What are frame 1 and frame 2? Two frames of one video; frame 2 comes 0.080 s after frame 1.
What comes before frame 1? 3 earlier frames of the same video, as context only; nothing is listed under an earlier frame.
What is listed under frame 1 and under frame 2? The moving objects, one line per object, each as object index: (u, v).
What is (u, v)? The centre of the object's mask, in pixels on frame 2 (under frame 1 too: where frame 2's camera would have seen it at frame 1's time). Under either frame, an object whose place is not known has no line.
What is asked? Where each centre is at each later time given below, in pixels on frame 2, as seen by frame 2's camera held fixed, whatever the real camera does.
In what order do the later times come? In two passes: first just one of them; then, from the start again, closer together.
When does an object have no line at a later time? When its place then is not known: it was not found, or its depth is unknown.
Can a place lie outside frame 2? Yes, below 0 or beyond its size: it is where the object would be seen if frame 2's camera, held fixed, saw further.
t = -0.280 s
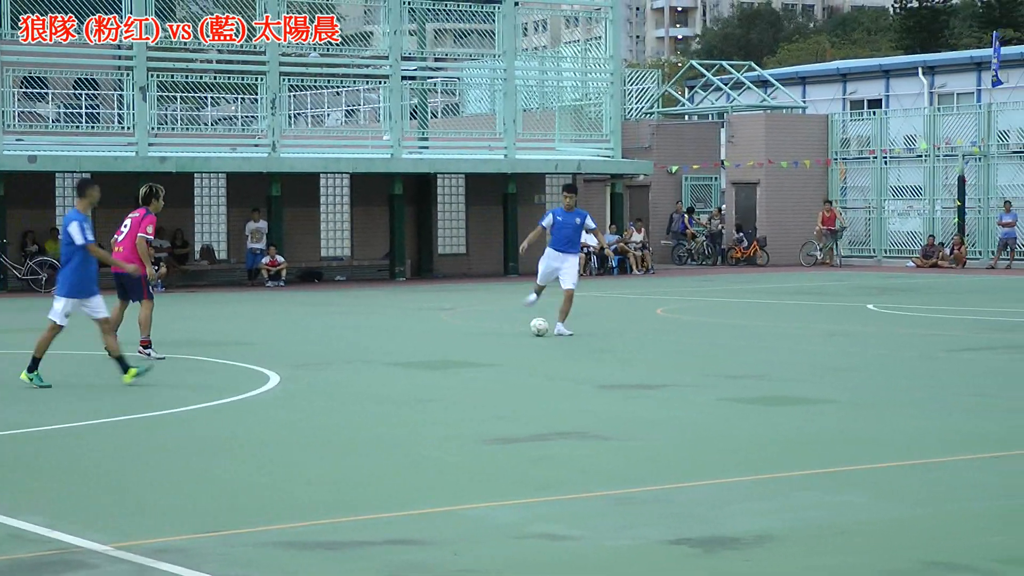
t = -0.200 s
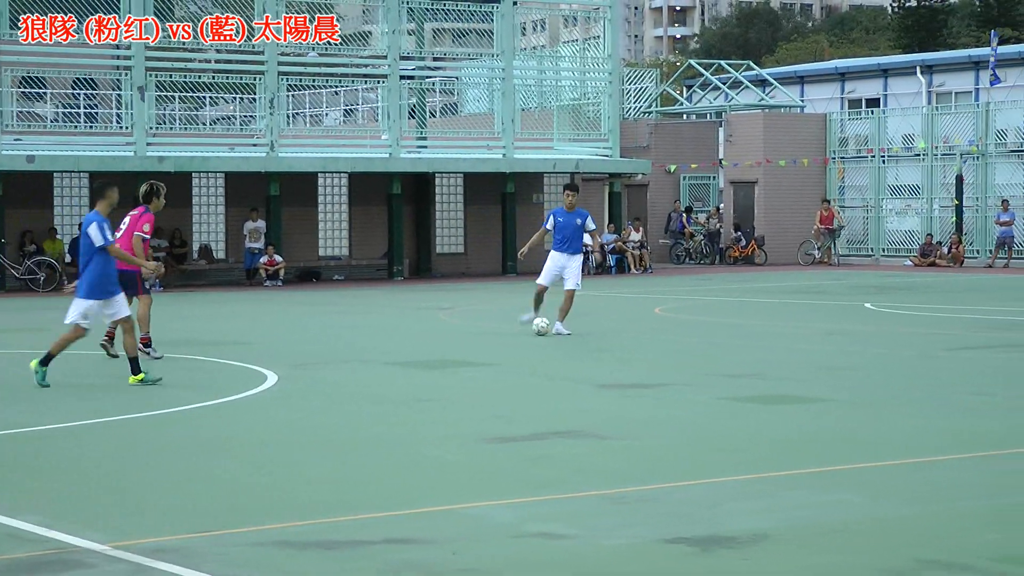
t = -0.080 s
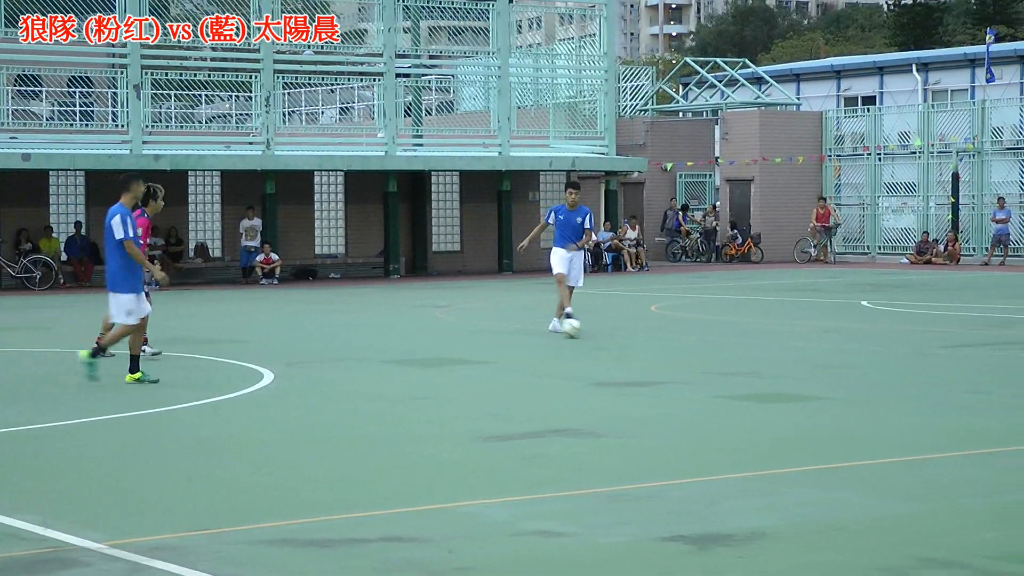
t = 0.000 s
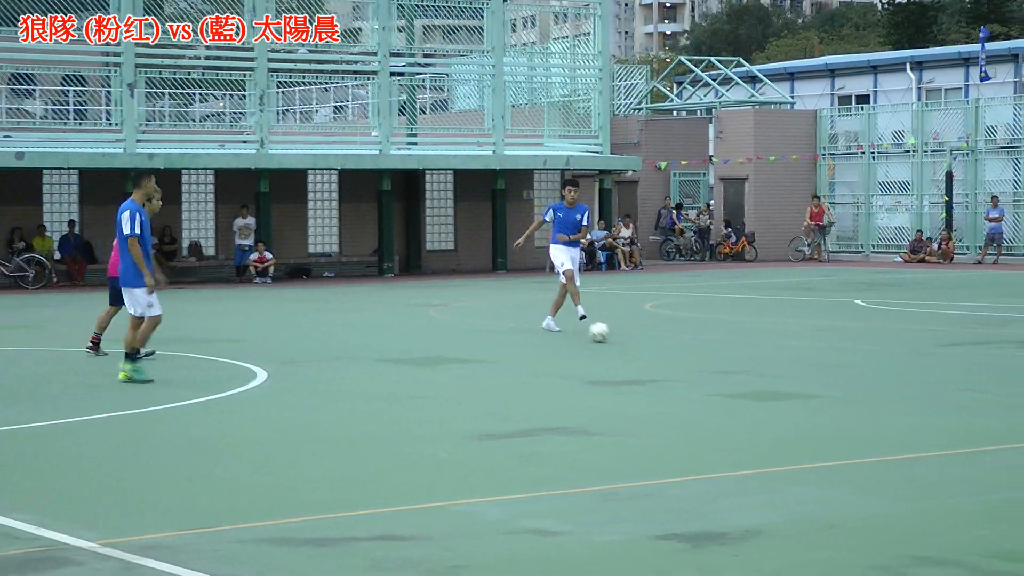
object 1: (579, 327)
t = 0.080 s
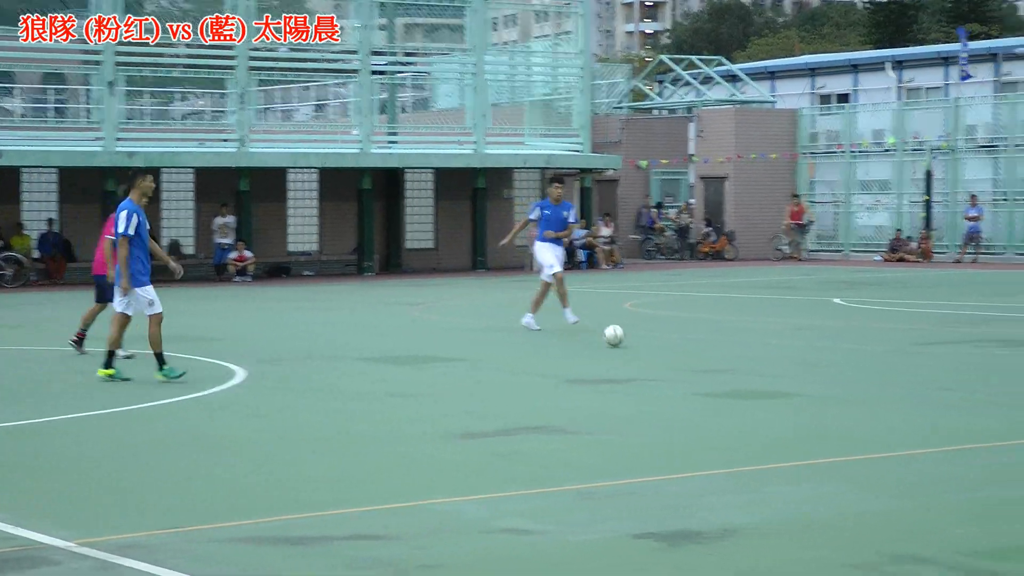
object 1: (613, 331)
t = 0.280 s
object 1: (706, 346)
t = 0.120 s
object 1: (632, 334)
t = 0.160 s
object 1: (649, 336)
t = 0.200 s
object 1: (667, 339)
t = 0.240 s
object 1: (686, 344)
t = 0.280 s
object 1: (706, 346)
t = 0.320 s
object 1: (725, 350)
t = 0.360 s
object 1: (744, 352)
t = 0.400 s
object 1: (764, 355)
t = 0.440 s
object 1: (783, 359)
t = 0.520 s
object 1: (820, 360)
